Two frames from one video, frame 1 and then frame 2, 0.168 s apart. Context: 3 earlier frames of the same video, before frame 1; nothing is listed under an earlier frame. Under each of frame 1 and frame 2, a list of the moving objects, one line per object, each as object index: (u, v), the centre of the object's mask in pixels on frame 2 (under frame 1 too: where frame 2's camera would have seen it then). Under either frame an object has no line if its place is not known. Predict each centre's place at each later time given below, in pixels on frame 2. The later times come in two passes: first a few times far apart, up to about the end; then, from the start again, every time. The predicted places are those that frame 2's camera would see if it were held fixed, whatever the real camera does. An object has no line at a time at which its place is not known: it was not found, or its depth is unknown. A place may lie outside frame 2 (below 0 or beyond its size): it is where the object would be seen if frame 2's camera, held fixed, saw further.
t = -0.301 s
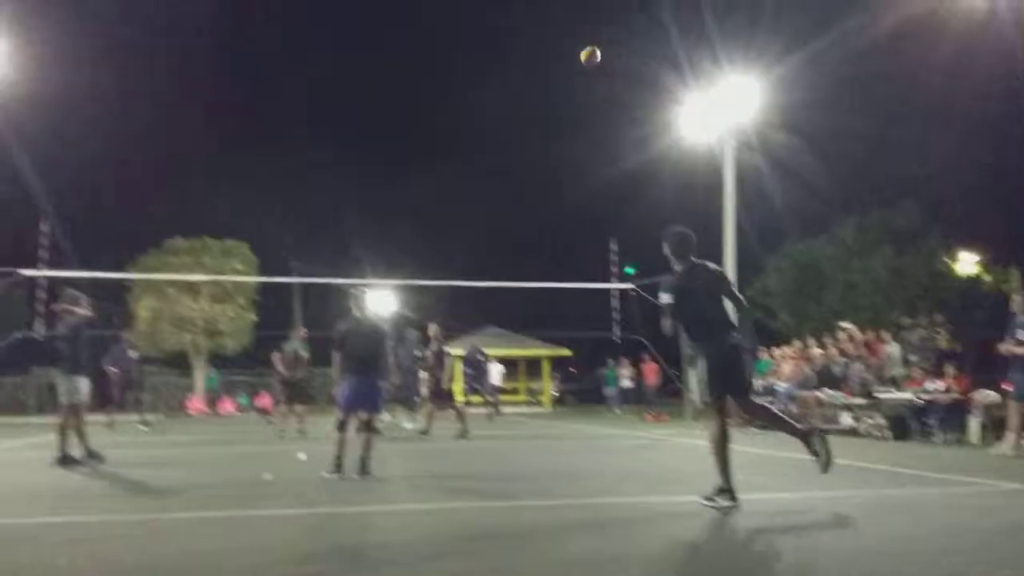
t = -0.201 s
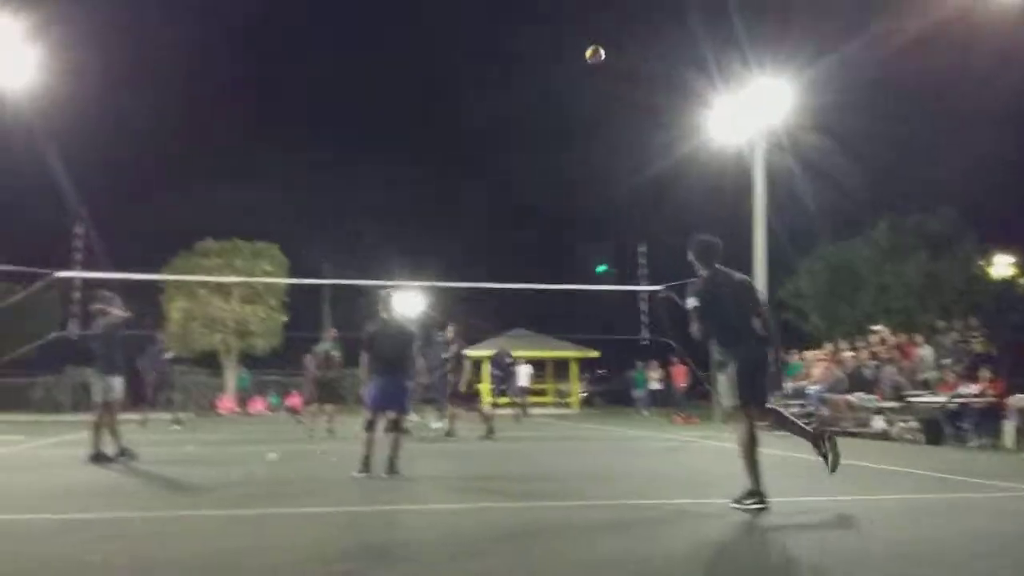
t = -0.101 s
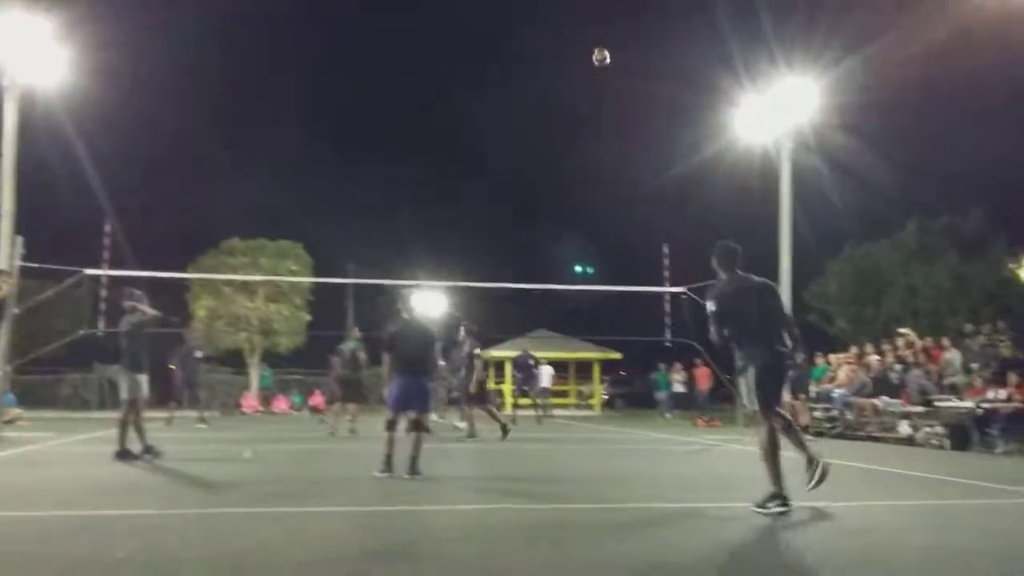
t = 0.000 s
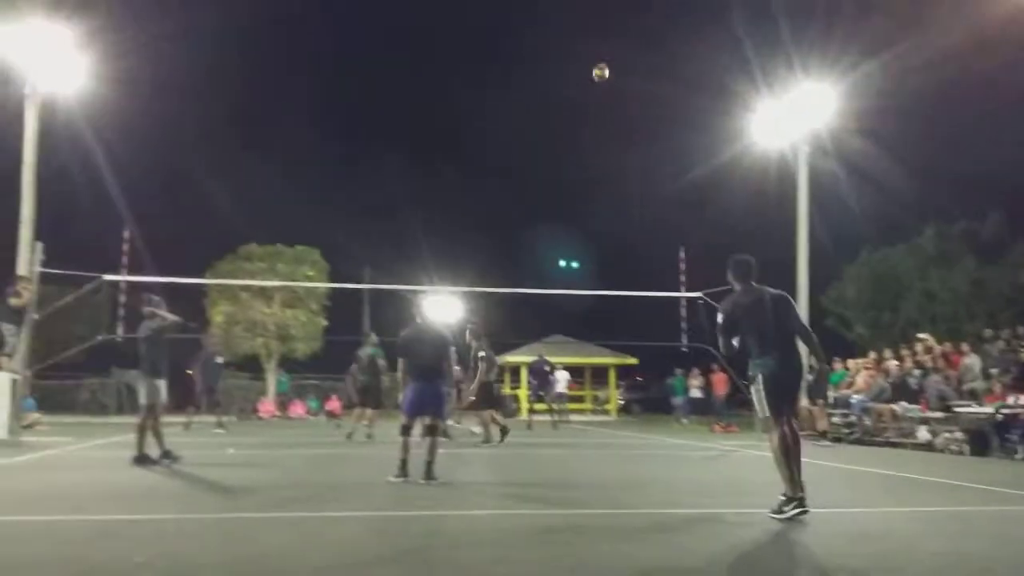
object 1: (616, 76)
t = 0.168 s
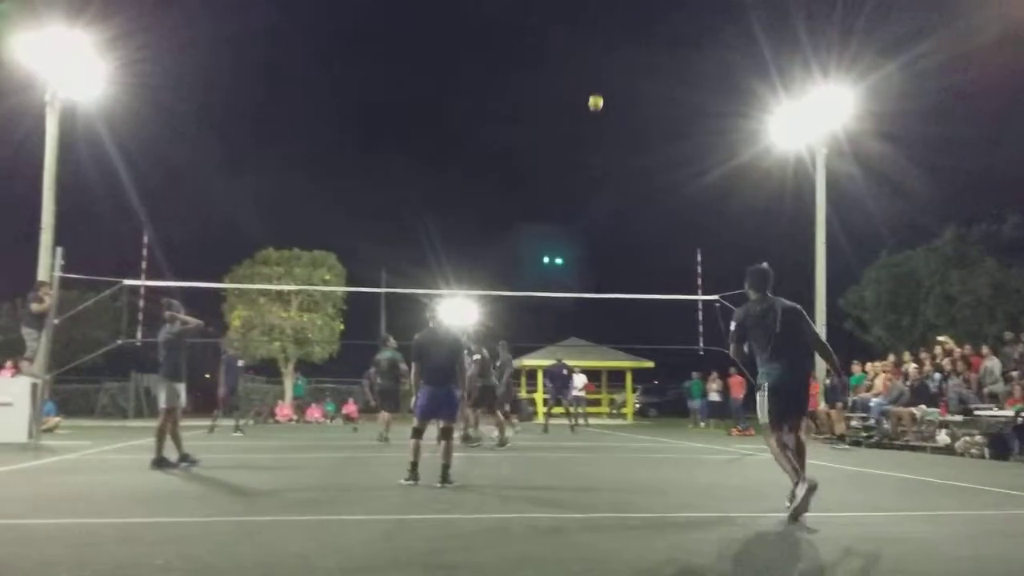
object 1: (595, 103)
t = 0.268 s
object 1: (586, 123)
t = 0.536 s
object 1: (570, 190)
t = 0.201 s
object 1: (592, 109)
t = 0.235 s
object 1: (589, 116)
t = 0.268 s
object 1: (586, 123)
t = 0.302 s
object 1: (584, 131)
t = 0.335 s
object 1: (582, 138)
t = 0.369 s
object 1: (580, 146)
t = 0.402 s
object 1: (577, 154)
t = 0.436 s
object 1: (576, 163)
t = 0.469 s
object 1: (573, 171)
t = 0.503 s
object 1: (572, 180)
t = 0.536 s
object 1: (570, 190)
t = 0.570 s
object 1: (568, 199)
